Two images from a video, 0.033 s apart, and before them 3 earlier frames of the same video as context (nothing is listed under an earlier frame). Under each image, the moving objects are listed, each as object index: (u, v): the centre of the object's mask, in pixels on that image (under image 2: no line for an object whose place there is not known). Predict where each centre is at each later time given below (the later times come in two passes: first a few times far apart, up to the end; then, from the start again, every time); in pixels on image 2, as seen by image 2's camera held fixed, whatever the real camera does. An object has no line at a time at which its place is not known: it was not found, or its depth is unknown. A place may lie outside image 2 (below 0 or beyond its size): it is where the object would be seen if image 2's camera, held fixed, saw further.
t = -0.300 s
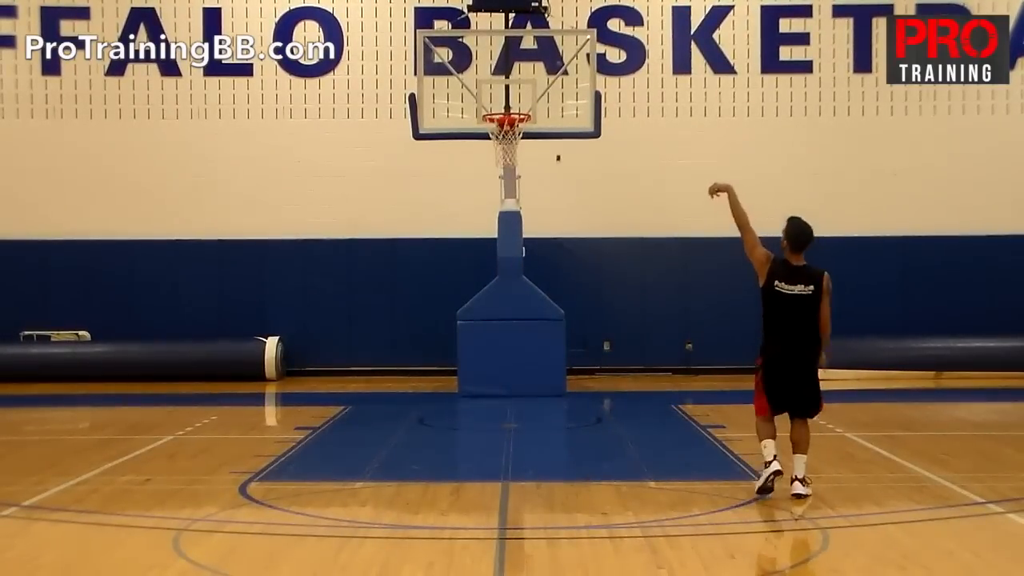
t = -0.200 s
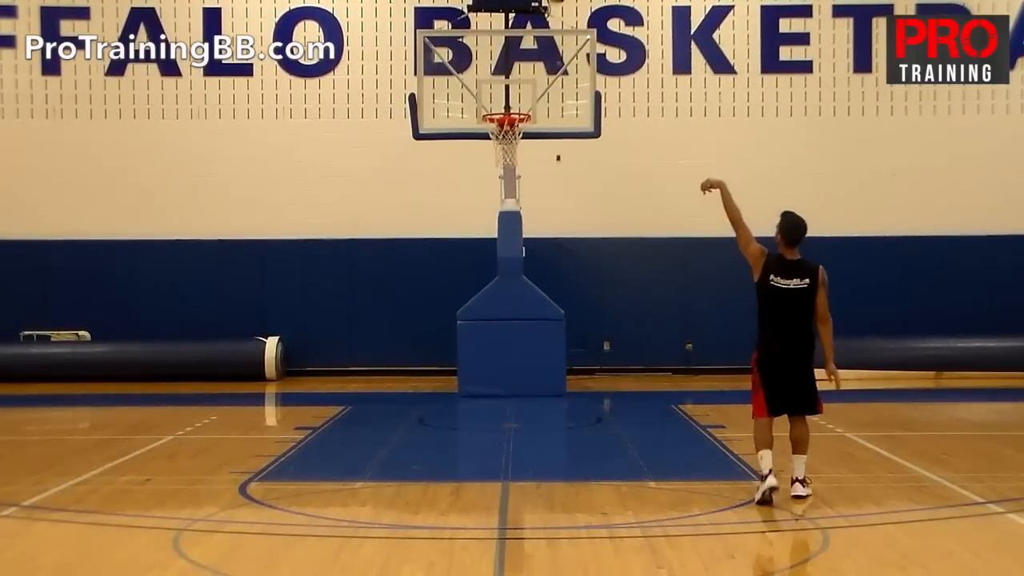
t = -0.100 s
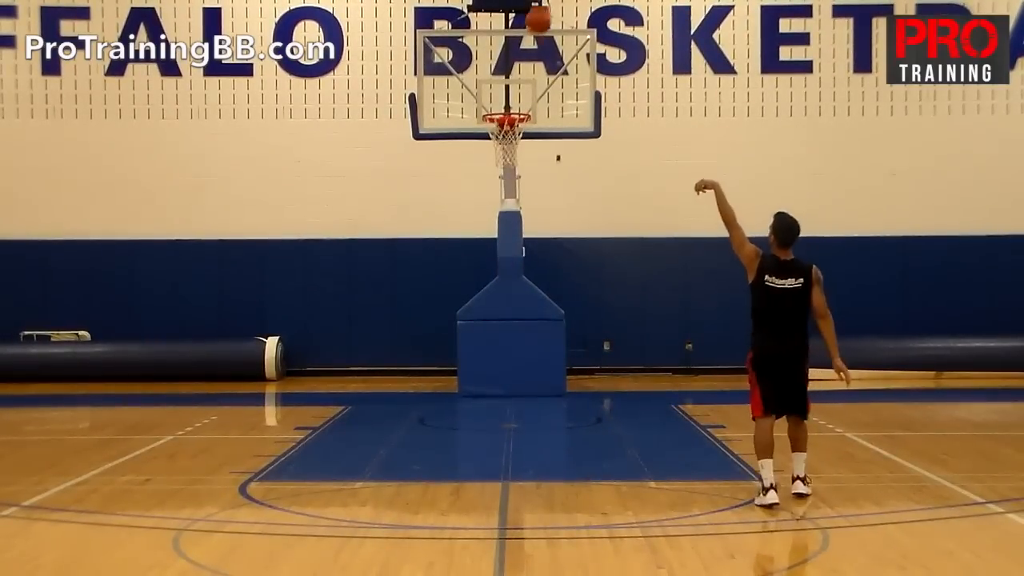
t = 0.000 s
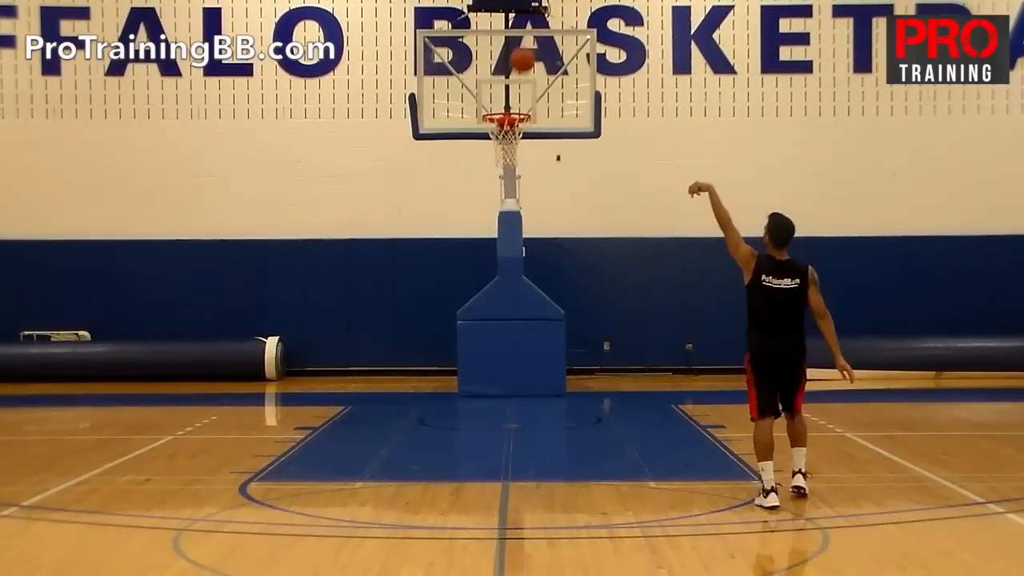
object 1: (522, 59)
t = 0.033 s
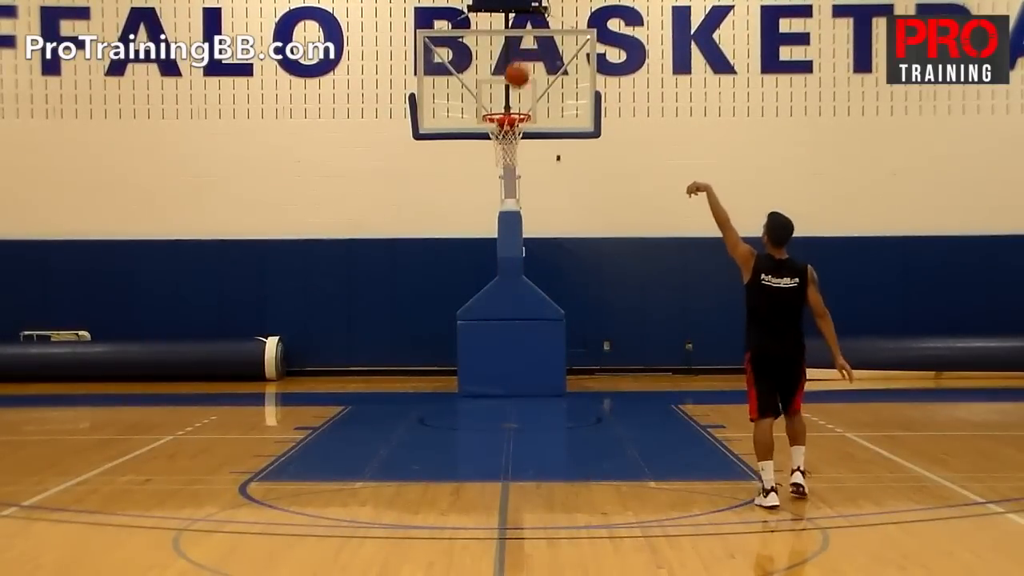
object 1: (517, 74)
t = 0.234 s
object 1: (497, 147)
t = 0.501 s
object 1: (495, 202)
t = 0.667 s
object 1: (494, 269)
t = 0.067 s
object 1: (512, 90)
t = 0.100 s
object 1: (507, 106)
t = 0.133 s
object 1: (506, 122)
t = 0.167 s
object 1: (502, 137)
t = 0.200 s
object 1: (496, 150)
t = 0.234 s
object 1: (497, 147)
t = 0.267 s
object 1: (497, 149)
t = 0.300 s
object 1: (497, 154)
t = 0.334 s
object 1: (496, 159)
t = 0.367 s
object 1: (496, 166)
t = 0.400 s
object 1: (496, 173)
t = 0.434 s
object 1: (496, 182)
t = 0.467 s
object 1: (496, 192)
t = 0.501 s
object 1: (495, 202)
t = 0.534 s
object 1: (495, 214)
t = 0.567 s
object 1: (495, 226)
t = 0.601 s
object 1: (495, 240)
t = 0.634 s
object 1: (494, 255)
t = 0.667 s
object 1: (494, 269)
